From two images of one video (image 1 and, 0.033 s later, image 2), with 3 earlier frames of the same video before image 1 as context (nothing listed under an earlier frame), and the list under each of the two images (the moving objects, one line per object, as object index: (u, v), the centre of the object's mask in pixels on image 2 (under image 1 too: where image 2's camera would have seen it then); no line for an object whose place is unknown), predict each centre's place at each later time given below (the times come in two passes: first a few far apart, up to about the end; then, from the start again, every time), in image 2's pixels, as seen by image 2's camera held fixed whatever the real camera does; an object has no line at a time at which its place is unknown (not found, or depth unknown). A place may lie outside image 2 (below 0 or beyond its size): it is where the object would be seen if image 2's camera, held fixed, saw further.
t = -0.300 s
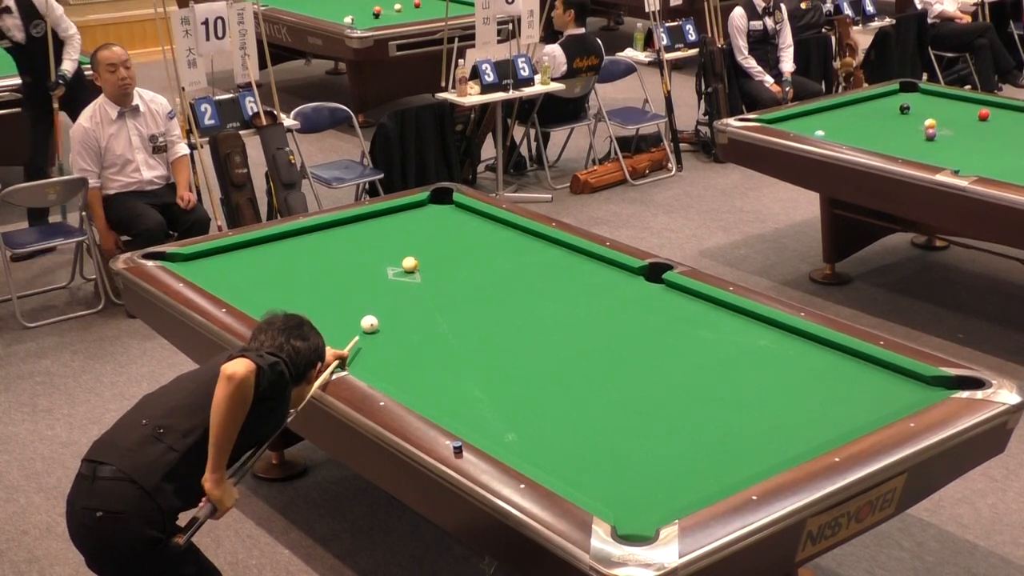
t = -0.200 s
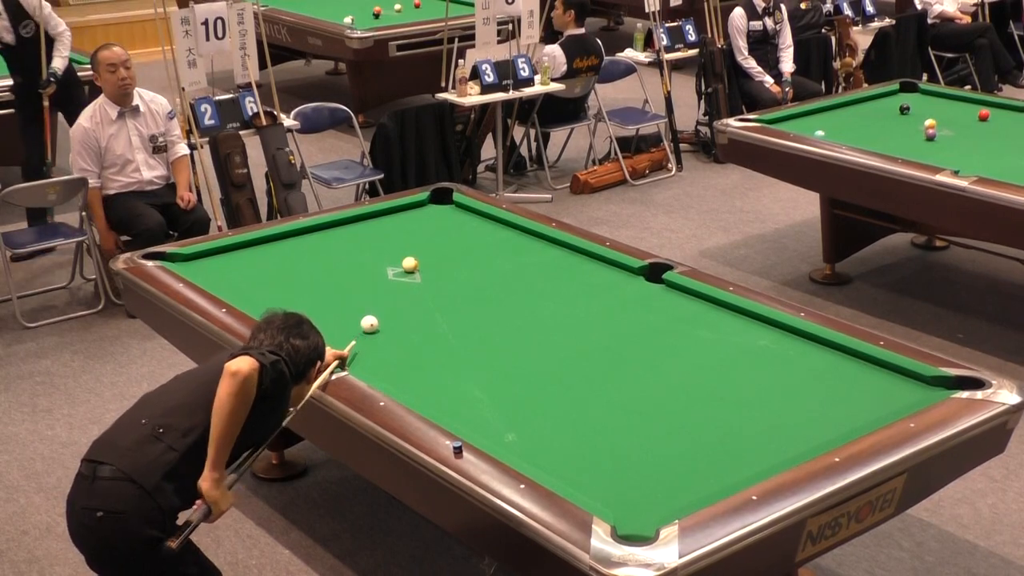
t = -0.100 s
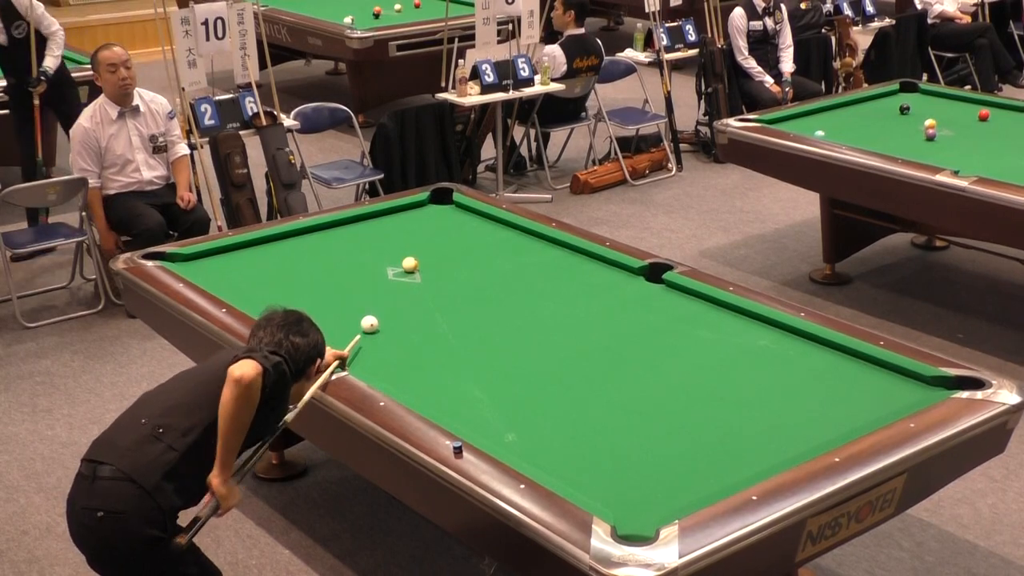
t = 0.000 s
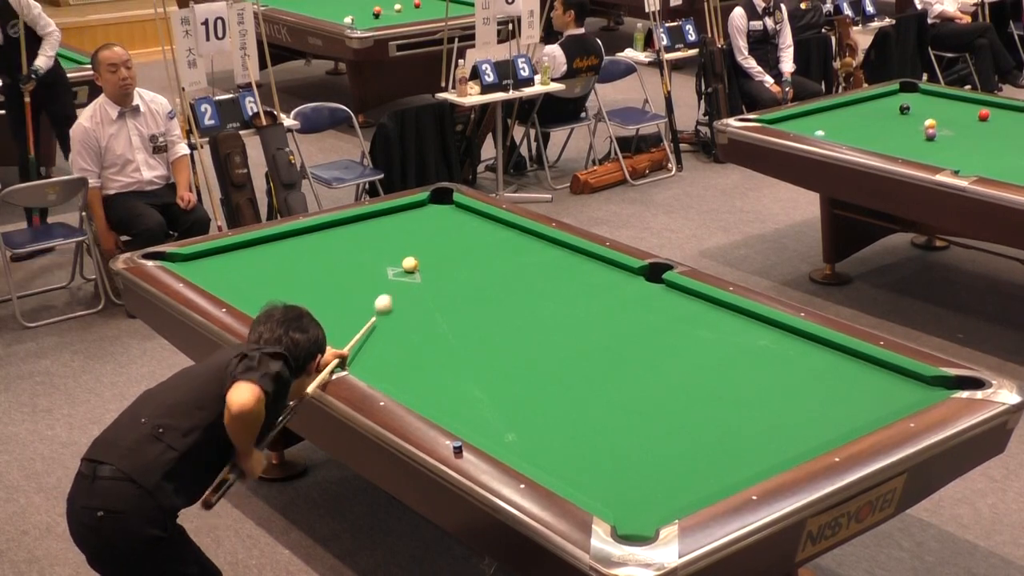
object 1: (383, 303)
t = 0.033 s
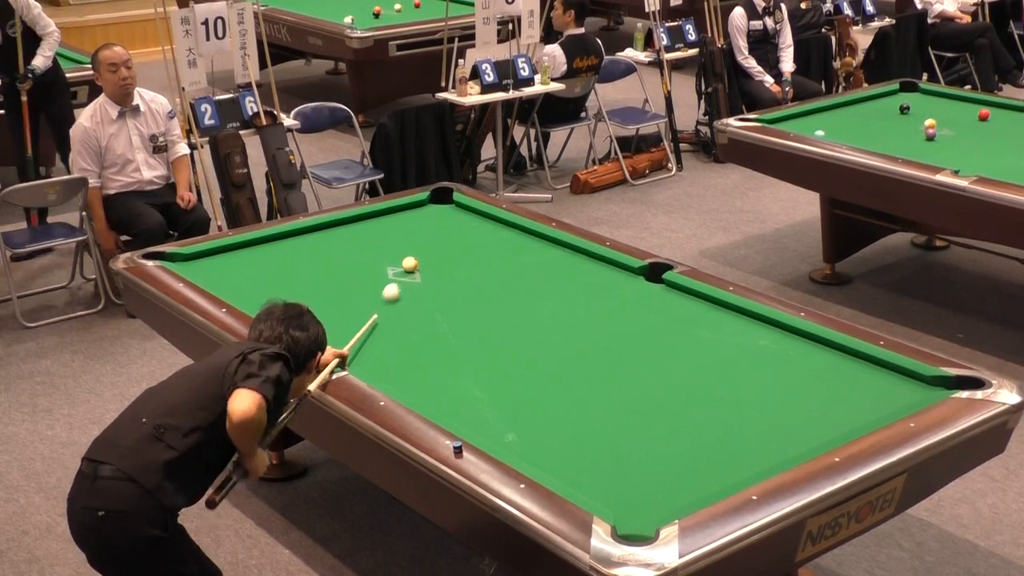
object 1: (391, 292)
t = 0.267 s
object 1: (419, 267)
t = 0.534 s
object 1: (438, 263)
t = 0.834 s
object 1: (456, 258)
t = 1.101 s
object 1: (471, 254)
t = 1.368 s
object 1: (485, 251)
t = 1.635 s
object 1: (497, 248)
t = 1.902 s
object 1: (508, 246)
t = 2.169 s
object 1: (517, 243)
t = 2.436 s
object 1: (525, 241)
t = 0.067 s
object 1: (398, 282)
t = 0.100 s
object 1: (405, 273)
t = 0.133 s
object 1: (409, 269)
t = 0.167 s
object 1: (412, 269)
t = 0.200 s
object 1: (415, 268)
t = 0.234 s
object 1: (417, 268)
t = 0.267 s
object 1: (419, 267)
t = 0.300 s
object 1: (422, 266)
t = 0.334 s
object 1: (424, 266)
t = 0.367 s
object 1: (426, 265)
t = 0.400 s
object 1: (429, 265)
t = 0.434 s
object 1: (431, 264)
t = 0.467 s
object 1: (433, 264)
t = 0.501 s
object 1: (435, 263)
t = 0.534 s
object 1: (438, 263)
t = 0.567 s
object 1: (440, 262)
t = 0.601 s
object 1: (442, 261)
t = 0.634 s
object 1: (444, 261)
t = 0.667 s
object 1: (446, 261)
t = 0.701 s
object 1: (448, 260)
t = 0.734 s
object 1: (450, 260)
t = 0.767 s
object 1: (452, 259)
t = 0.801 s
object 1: (454, 259)
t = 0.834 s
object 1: (456, 258)
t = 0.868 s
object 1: (459, 258)
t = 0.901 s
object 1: (460, 257)
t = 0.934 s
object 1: (462, 257)
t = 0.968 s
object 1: (464, 256)
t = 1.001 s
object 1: (466, 256)
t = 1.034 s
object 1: (468, 255)
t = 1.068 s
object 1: (469, 255)
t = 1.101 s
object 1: (471, 254)
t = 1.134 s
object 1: (473, 254)
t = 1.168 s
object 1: (475, 253)
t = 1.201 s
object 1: (477, 253)
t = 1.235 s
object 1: (478, 253)
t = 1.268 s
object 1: (480, 252)
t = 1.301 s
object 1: (481, 252)
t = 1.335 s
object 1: (483, 251)
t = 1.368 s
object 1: (485, 251)
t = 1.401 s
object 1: (486, 251)
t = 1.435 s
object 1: (488, 250)
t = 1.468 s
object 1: (489, 250)
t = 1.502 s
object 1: (491, 250)
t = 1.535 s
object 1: (493, 249)
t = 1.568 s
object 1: (494, 249)
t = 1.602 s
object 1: (495, 249)
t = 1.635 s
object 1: (497, 248)
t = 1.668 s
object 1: (498, 248)
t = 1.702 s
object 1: (500, 247)
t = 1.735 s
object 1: (501, 247)
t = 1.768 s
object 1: (502, 247)
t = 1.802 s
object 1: (504, 247)
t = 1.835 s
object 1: (505, 246)
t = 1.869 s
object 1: (506, 246)
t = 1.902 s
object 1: (508, 246)
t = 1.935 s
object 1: (509, 245)
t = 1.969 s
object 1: (510, 245)
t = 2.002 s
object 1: (511, 245)
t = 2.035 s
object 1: (513, 244)
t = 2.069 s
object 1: (514, 244)
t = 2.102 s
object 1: (515, 244)
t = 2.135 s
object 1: (516, 244)
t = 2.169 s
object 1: (517, 243)
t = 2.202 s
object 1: (518, 243)
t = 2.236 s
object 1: (519, 243)
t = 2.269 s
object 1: (520, 243)
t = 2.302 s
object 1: (521, 242)
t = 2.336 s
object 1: (523, 242)
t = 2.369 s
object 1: (524, 242)
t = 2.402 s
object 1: (524, 242)
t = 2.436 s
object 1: (525, 241)
